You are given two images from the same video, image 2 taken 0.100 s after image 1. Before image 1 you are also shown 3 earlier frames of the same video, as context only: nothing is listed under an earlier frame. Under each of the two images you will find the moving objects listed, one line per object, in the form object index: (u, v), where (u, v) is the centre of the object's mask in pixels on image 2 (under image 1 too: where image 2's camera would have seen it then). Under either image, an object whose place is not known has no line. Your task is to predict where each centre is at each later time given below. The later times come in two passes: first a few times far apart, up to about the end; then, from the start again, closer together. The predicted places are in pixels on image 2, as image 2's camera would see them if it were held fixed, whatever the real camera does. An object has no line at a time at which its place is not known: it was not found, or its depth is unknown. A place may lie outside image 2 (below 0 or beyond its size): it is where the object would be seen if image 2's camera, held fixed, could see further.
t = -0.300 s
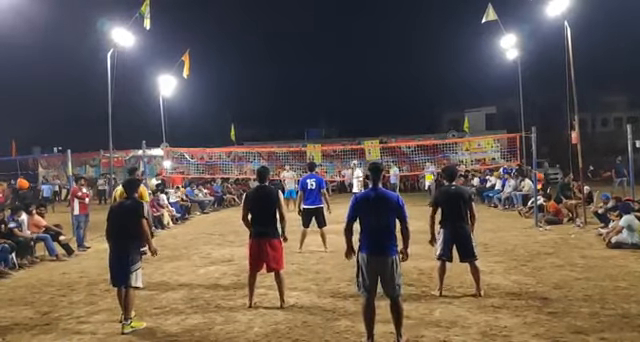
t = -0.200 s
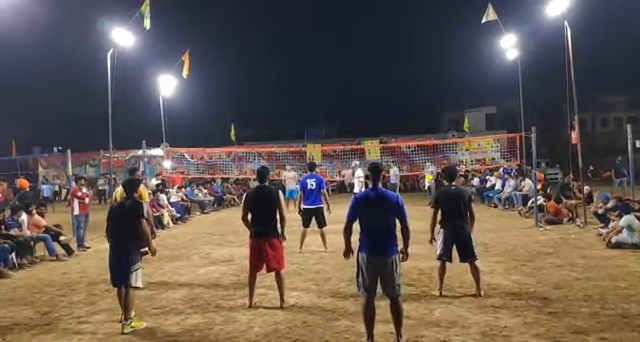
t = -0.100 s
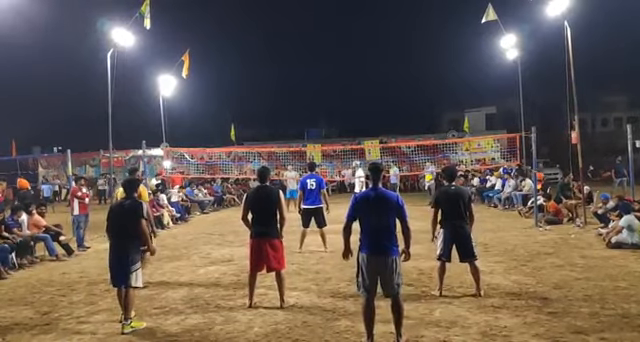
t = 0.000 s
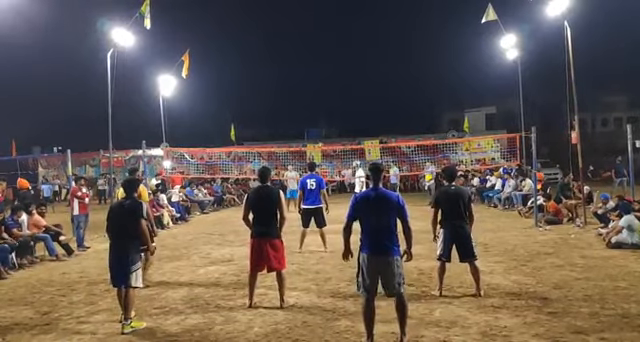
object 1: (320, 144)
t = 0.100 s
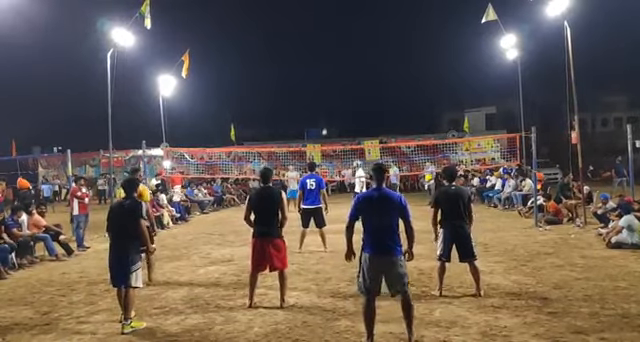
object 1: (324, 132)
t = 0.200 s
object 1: (328, 120)
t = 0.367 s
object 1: (337, 102)
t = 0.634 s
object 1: (355, 81)
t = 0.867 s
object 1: (378, 76)
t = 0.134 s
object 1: (325, 128)
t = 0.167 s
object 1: (327, 124)
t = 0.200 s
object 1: (328, 120)
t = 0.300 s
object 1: (333, 109)
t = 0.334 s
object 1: (335, 105)
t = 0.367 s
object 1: (337, 102)
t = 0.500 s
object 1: (345, 90)
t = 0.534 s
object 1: (347, 87)
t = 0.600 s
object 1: (352, 83)
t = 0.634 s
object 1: (355, 81)
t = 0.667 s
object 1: (358, 79)
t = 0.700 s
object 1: (360, 77)
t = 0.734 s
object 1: (363, 76)
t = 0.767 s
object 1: (367, 76)
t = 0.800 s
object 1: (371, 76)
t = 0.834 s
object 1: (375, 76)
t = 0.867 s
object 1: (378, 76)
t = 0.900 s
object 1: (383, 78)
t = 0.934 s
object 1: (388, 80)
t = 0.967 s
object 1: (393, 83)
